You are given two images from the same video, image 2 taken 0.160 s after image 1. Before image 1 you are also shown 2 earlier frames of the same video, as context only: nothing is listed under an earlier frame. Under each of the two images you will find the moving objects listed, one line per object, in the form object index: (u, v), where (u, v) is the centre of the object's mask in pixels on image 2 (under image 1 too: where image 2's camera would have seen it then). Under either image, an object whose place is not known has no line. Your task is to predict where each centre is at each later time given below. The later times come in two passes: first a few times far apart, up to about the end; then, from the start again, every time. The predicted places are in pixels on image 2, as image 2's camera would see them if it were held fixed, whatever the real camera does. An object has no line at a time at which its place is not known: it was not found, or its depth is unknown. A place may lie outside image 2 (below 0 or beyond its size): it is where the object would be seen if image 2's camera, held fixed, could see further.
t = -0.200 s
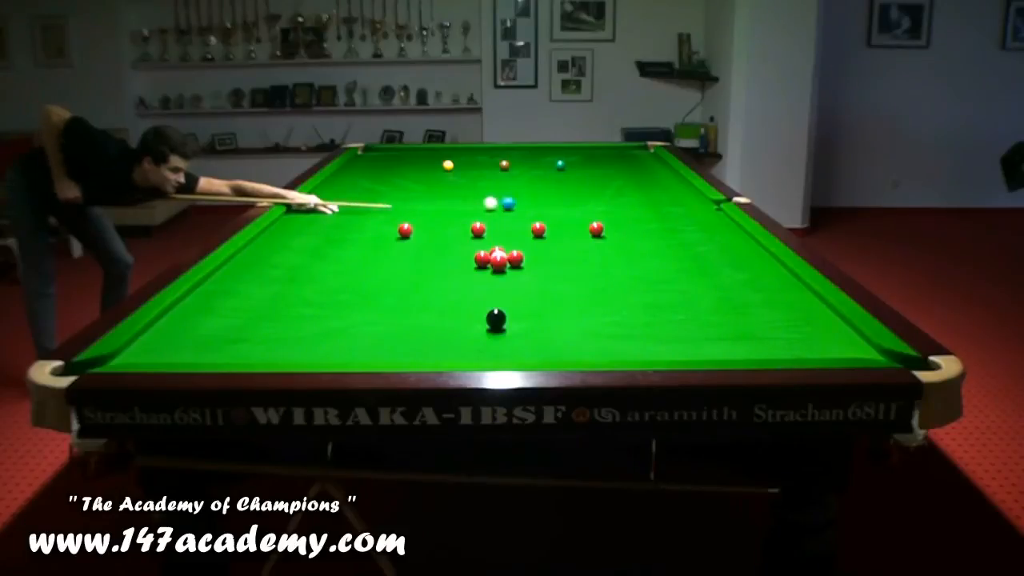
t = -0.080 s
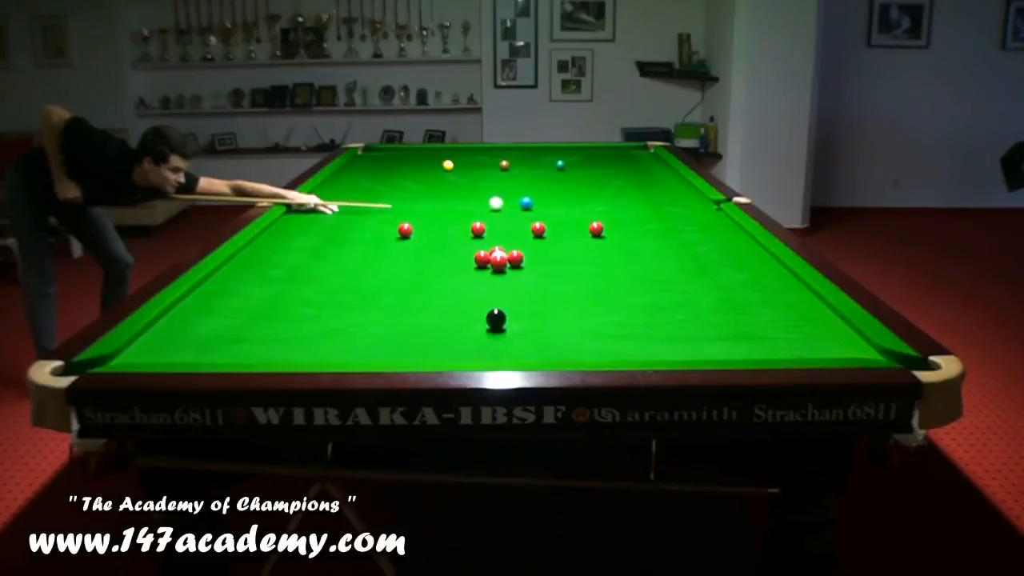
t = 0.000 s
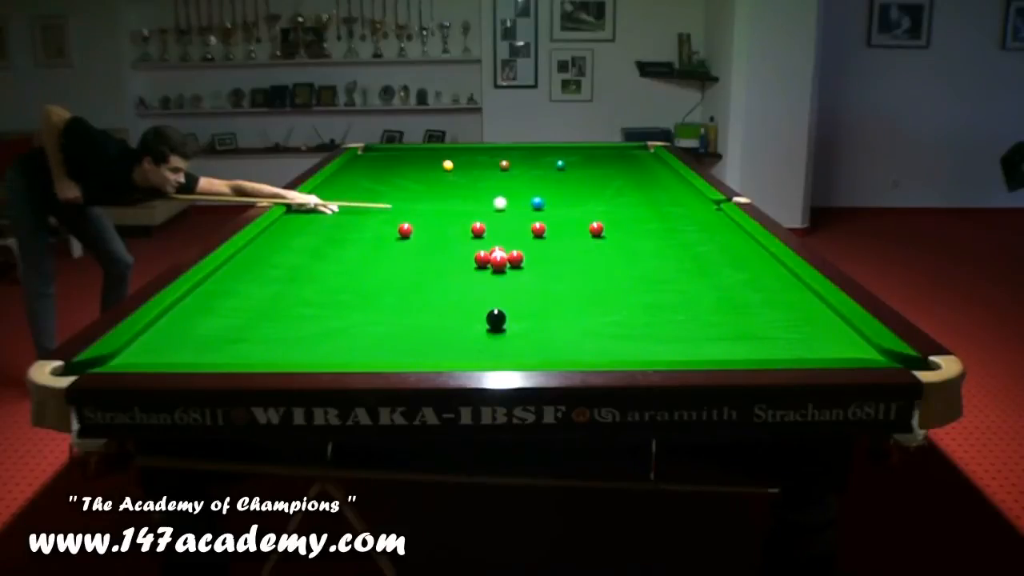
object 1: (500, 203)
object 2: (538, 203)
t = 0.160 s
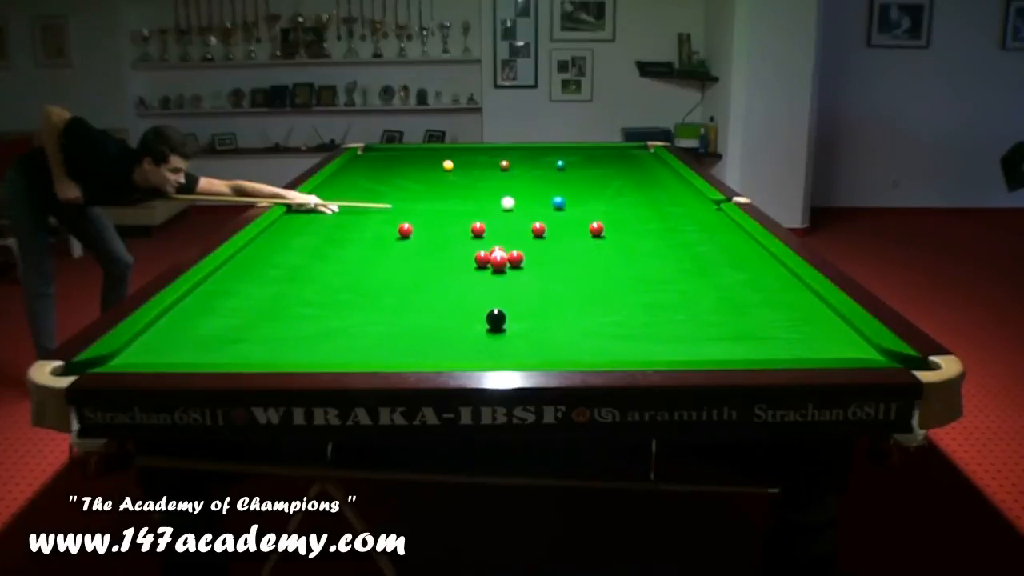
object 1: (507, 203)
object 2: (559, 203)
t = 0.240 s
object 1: (511, 203)
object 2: (569, 203)
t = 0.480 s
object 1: (521, 203)
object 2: (599, 203)
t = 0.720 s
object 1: (530, 203)
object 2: (628, 203)
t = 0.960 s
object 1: (538, 202)
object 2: (655, 202)
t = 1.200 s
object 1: (544, 202)
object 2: (681, 202)
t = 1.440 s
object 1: (549, 202)
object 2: (705, 202)
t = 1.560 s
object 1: (551, 202)
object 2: (716, 203)
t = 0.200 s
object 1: (509, 203)
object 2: (564, 203)
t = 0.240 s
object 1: (511, 203)
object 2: (569, 203)
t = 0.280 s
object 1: (513, 203)
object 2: (574, 203)
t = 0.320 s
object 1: (515, 203)
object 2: (579, 203)
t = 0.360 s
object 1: (516, 203)
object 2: (584, 203)
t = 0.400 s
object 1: (518, 203)
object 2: (589, 203)
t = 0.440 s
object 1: (520, 203)
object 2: (594, 203)
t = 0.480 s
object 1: (521, 203)
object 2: (599, 203)
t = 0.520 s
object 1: (523, 203)
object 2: (604, 203)
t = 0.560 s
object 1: (524, 203)
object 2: (609, 203)
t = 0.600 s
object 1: (526, 203)
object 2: (614, 203)
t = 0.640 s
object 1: (527, 203)
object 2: (619, 203)
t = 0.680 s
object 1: (529, 203)
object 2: (623, 203)
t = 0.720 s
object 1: (530, 203)
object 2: (628, 203)
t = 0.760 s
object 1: (532, 203)
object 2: (633, 203)
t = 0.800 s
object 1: (533, 203)
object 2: (637, 203)
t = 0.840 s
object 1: (534, 203)
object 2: (642, 203)
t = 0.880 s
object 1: (535, 203)
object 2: (647, 202)
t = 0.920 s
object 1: (537, 202)
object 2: (651, 202)
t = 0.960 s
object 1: (538, 202)
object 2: (655, 202)
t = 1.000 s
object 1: (539, 202)
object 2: (660, 202)
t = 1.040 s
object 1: (540, 202)
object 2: (664, 202)
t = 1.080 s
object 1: (541, 202)
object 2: (668, 202)
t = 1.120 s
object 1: (542, 202)
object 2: (673, 202)
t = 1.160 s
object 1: (543, 202)
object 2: (677, 202)
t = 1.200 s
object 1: (544, 202)
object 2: (681, 202)
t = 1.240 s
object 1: (545, 202)
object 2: (685, 202)
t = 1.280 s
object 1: (546, 203)
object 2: (689, 202)
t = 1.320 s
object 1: (547, 202)
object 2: (693, 202)
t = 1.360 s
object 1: (548, 202)
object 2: (697, 202)
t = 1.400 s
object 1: (548, 202)
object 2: (701, 202)
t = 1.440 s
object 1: (549, 202)
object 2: (705, 202)
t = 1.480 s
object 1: (550, 202)
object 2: (710, 202)
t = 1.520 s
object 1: (551, 202)
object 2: (712, 202)
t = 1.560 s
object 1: (551, 202)
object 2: (716, 203)
